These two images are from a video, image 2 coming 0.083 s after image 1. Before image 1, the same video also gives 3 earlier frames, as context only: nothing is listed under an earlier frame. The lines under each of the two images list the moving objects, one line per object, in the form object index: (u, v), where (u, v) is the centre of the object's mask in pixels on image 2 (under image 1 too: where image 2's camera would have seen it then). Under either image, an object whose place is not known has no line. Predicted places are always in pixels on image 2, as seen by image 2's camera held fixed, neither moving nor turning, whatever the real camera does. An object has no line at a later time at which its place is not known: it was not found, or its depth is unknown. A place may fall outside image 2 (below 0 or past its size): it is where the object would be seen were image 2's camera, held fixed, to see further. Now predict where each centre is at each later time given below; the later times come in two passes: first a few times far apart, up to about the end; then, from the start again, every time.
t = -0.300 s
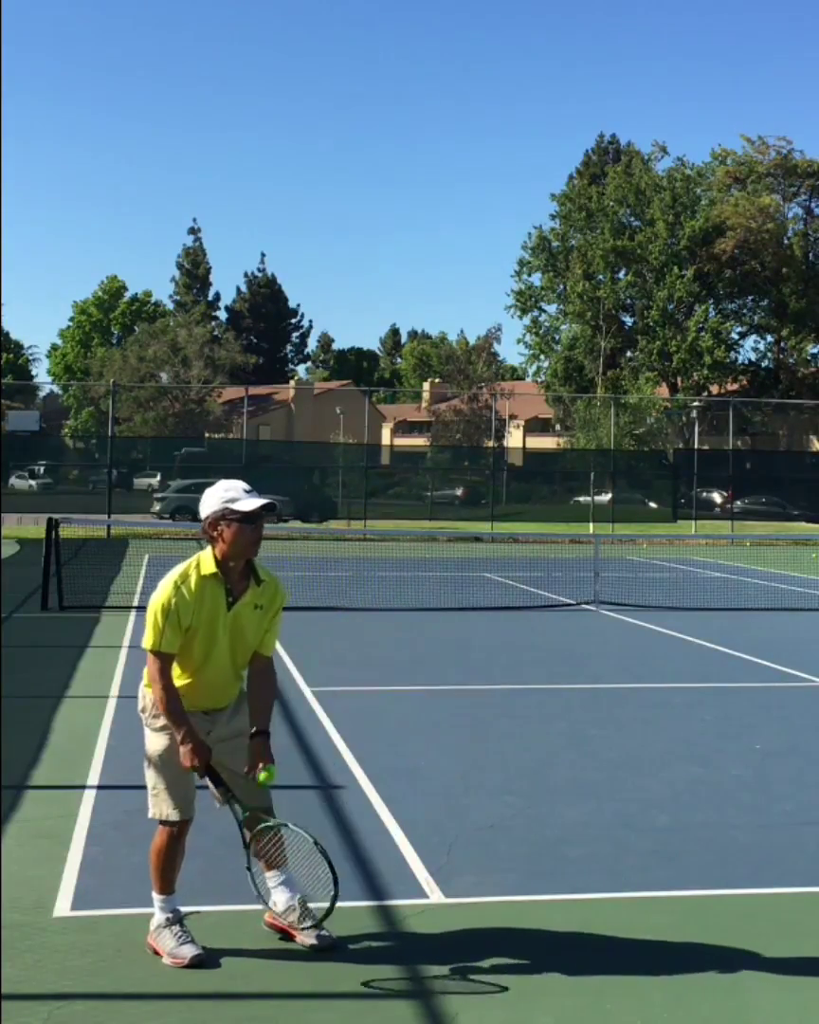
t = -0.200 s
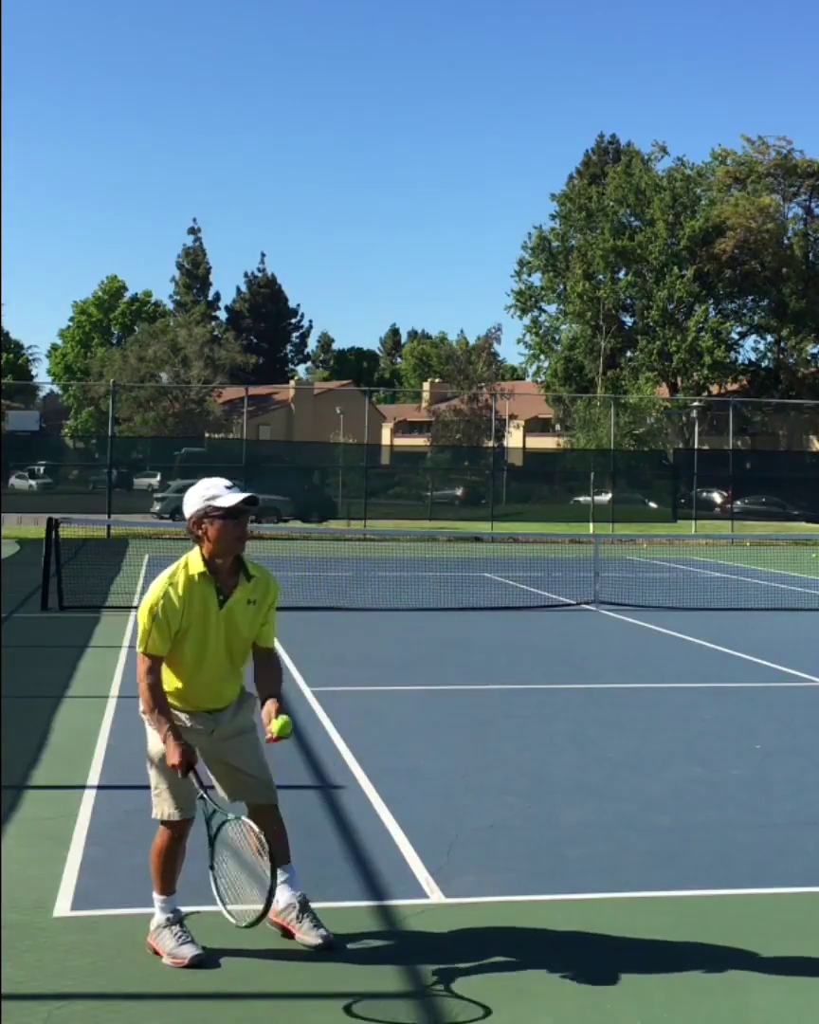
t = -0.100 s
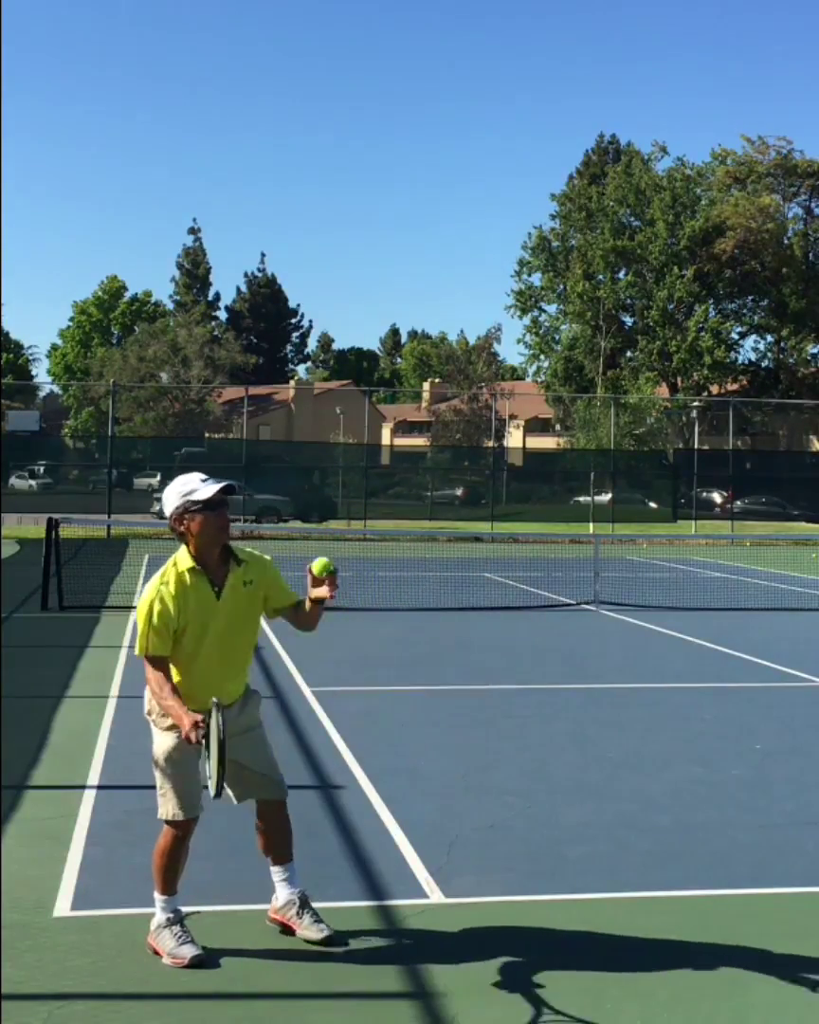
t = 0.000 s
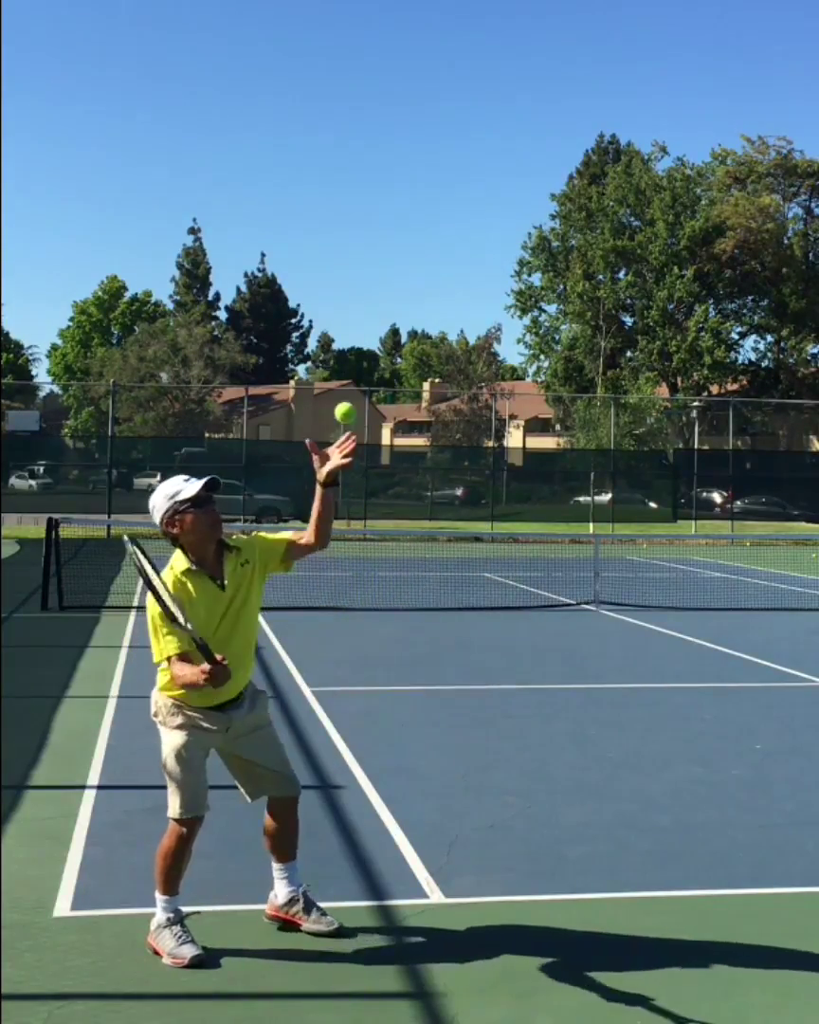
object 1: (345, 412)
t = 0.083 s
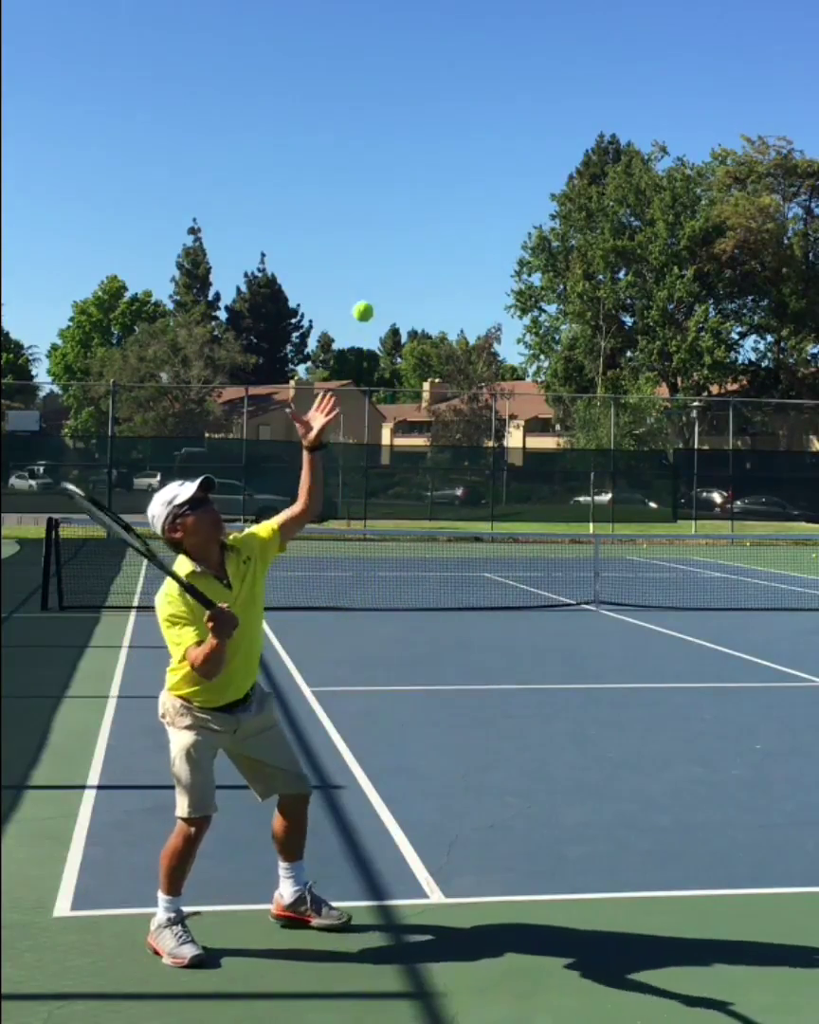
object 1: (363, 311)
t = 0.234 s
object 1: (392, 190)
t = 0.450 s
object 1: (428, 137)
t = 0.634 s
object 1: (455, 194)
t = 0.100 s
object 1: (366, 294)
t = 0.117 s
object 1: (369, 278)
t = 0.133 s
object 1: (373, 263)
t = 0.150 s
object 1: (376, 248)
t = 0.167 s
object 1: (379, 235)
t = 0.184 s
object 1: (383, 223)
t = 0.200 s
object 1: (385, 211)
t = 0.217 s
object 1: (389, 200)
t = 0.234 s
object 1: (392, 190)
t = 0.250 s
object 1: (394, 181)
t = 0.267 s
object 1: (398, 173)
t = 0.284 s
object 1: (400, 166)
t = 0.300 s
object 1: (403, 160)
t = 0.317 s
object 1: (406, 154)
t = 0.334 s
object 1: (409, 149)
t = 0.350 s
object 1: (412, 145)
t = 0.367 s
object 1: (414, 142)
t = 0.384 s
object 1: (417, 139)
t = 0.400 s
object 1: (420, 138)
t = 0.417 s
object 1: (423, 137)
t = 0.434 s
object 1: (426, 137)
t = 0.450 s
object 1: (428, 137)
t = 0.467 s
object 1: (431, 139)
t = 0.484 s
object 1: (433, 141)
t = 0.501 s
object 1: (436, 144)
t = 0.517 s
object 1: (438, 148)
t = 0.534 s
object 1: (440, 152)
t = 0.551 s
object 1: (443, 157)
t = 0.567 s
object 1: (445, 164)
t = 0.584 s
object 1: (448, 170)
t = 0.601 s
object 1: (450, 177)
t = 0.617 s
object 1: (452, 185)
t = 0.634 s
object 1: (455, 194)
